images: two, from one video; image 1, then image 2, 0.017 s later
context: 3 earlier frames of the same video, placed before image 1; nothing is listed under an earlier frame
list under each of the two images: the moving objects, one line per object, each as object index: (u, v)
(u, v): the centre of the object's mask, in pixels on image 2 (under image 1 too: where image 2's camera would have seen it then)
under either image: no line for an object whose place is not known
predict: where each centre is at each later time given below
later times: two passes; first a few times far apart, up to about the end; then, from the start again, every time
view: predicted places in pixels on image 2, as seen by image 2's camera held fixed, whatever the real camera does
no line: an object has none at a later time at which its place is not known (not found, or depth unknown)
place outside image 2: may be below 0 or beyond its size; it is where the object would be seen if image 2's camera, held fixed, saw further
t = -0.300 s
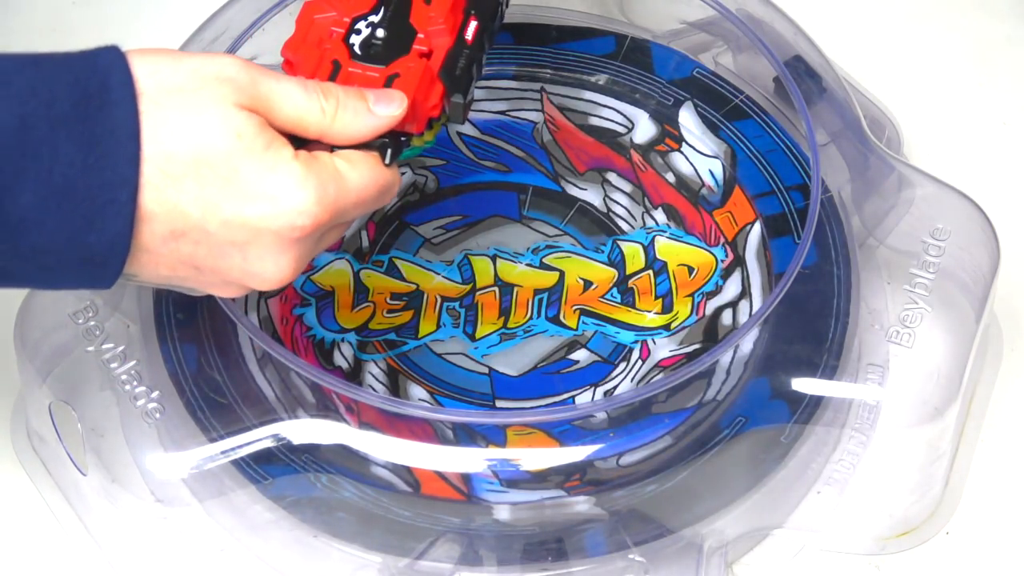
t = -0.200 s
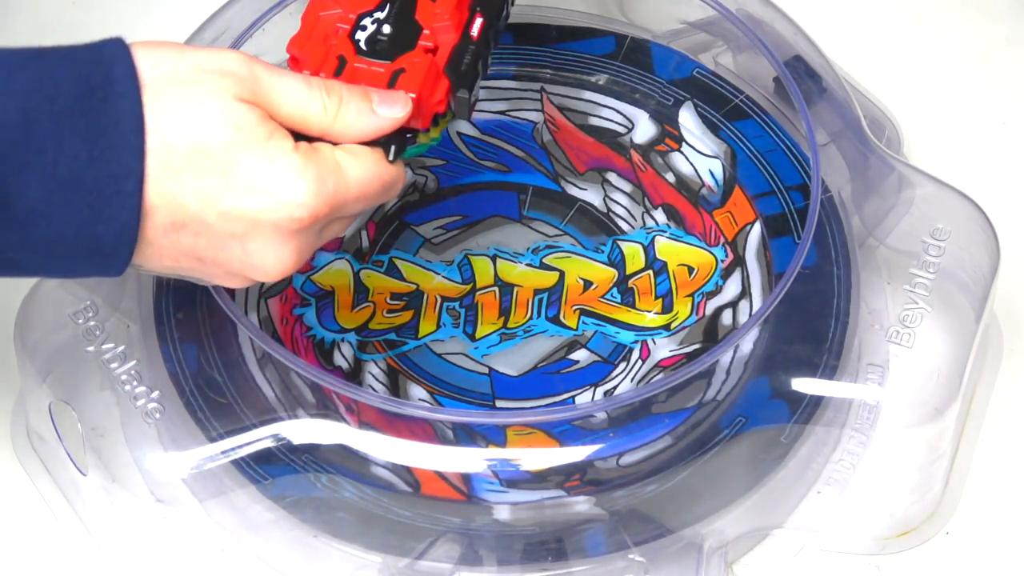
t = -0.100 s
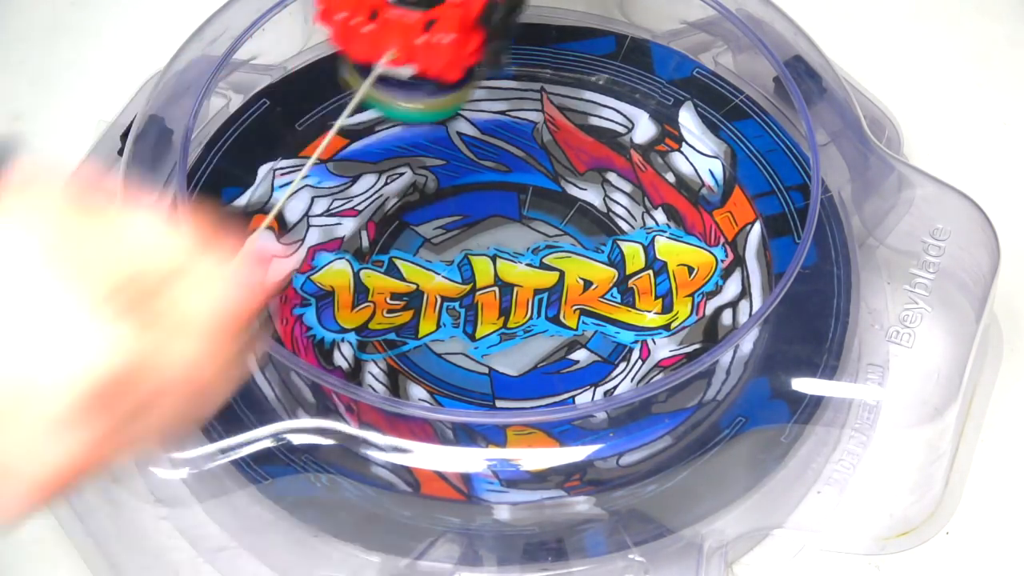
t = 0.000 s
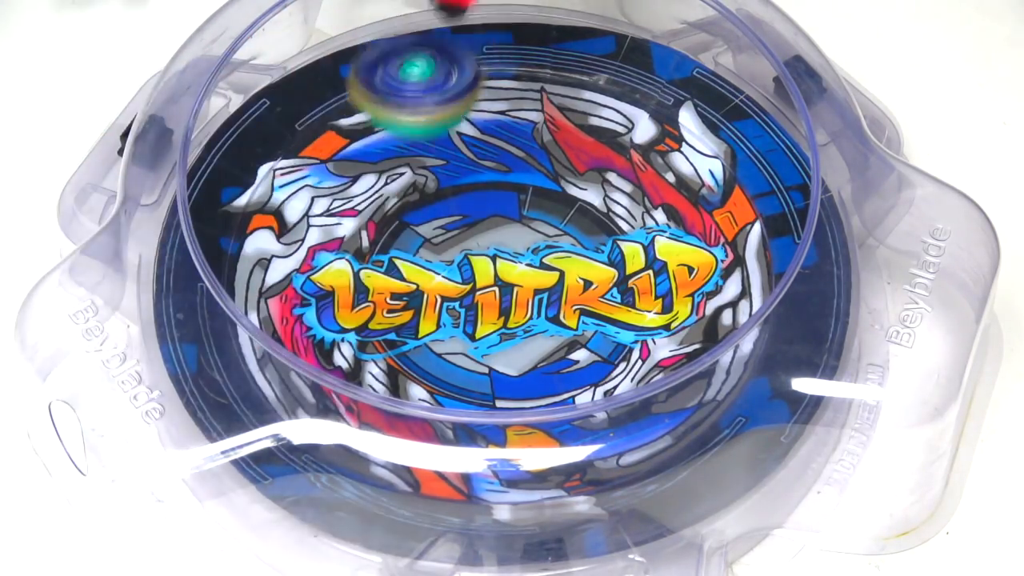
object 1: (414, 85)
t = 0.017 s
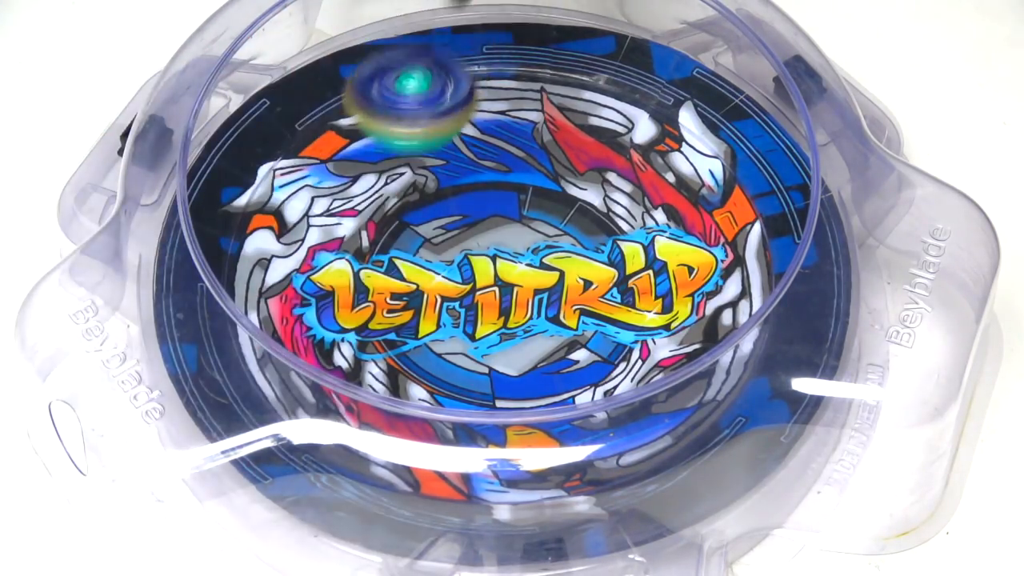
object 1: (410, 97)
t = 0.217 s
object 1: (390, 212)
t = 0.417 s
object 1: (446, 258)
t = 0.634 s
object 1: (537, 260)
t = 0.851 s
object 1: (559, 244)
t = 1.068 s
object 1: (476, 203)
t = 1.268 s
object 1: (364, 198)
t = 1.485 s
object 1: (279, 244)
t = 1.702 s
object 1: (399, 296)
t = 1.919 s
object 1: (594, 250)
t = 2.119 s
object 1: (629, 144)
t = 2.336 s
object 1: (481, 78)
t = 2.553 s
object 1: (336, 164)
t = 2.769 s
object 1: (462, 329)
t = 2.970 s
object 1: (687, 312)
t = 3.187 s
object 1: (725, 146)
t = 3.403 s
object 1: (493, 102)
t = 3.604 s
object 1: (357, 246)
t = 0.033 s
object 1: (403, 129)
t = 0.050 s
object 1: (398, 167)
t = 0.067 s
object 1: (395, 185)
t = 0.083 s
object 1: (389, 231)
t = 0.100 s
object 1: (383, 261)
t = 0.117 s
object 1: (384, 252)
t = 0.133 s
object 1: (384, 233)
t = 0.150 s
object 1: (385, 218)
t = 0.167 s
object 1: (386, 214)
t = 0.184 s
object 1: (387, 209)
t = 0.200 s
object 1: (389, 210)
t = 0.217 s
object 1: (390, 212)
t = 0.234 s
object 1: (394, 225)
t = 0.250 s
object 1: (397, 241)
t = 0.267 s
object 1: (399, 251)
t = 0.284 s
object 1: (402, 264)
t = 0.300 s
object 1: (408, 254)
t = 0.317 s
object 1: (410, 251)
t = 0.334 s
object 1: (415, 247)
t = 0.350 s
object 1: (423, 250)
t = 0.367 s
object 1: (427, 254)
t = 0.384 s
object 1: (435, 263)
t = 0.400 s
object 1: (442, 258)
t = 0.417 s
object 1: (446, 258)
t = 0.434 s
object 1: (454, 261)
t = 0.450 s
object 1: (462, 260)
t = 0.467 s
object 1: (467, 260)
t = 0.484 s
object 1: (475, 260)
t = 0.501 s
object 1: (483, 258)
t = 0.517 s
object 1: (488, 259)
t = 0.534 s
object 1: (496, 259)
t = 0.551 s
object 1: (505, 260)
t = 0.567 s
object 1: (509, 260)
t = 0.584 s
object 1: (518, 259)
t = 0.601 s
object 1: (525, 259)
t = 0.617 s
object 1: (529, 259)
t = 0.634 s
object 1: (537, 260)
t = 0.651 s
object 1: (544, 259)
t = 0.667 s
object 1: (546, 261)
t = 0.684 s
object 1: (552, 259)
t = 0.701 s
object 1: (557, 258)
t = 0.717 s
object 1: (559, 257)
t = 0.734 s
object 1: (564, 257)
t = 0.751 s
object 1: (566, 256)
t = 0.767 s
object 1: (566, 255)
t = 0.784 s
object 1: (567, 254)
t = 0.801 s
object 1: (566, 252)
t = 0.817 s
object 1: (566, 251)
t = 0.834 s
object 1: (564, 248)
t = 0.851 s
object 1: (559, 244)
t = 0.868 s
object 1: (557, 242)
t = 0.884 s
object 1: (552, 238)
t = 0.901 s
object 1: (546, 234)
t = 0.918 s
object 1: (543, 232)
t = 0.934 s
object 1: (535, 228)
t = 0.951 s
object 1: (527, 223)
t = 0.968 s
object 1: (523, 221)
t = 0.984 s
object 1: (515, 216)
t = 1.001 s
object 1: (507, 212)
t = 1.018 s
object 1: (502, 211)
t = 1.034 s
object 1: (491, 207)
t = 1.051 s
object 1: (481, 204)
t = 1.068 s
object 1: (476, 203)
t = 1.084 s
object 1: (465, 201)
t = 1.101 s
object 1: (455, 200)
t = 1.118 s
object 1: (450, 200)
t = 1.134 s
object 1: (439, 198)
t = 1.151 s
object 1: (428, 197)
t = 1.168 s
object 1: (423, 197)
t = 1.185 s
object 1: (411, 197)
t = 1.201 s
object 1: (399, 197)
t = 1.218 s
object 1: (393, 197)
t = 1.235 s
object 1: (382, 196)
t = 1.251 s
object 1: (370, 197)
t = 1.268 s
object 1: (364, 198)
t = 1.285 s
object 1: (353, 200)
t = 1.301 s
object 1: (341, 201)
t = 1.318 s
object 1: (334, 202)
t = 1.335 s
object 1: (324, 204)
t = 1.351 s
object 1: (314, 206)
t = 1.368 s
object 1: (308, 208)
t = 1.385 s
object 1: (301, 211)
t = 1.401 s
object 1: (293, 216)
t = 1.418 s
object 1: (290, 218)
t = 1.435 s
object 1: (284, 226)
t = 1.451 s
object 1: (280, 233)
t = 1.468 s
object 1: (279, 237)
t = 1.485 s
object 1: (279, 244)
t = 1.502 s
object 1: (280, 251)
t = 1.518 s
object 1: (281, 255)
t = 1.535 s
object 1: (285, 262)
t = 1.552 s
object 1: (293, 270)
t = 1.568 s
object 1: (297, 273)
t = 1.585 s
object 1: (306, 279)
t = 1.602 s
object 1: (318, 285)
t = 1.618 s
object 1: (323, 287)
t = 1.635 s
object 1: (338, 291)
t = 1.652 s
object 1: (353, 293)
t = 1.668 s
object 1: (362, 294)
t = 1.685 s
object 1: (379, 297)
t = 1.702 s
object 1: (399, 296)
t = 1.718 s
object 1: (408, 297)
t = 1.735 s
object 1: (426, 296)
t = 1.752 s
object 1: (448, 296)
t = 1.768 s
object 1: (457, 294)
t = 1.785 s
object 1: (478, 291)
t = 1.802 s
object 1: (499, 288)
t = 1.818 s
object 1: (507, 285)
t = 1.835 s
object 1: (526, 281)
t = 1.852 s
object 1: (546, 276)
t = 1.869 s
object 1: (555, 272)
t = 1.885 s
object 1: (573, 264)
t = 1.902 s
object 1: (588, 255)
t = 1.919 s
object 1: (594, 250)
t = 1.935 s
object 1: (606, 239)
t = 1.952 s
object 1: (617, 229)
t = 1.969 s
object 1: (622, 223)
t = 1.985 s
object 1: (628, 212)
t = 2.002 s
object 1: (636, 200)
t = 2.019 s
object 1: (638, 195)
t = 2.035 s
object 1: (641, 184)
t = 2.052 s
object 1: (641, 174)
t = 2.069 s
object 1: (641, 169)
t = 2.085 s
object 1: (637, 159)
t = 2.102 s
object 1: (632, 149)
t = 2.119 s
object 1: (629, 144)
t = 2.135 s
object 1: (623, 135)
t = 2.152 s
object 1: (614, 127)
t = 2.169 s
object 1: (608, 123)
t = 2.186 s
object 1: (598, 115)
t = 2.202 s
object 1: (585, 109)
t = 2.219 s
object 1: (579, 105)
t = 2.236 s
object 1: (565, 99)
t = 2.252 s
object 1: (550, 93)
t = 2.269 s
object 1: (534, 88)
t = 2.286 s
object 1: (526, 86)
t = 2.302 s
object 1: (508, 82)
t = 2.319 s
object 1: (490, 79)
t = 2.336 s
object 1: (481, 78)
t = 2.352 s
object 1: (463, 78)
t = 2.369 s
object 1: (445, 79)
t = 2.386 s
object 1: (436, 80)
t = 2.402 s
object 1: (419, 83)
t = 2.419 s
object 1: (403, 87)
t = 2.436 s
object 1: (395, 90)
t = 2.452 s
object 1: (381, 98)
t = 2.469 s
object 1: (367, 109)
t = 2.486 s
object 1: (361, 115)
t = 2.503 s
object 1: (351, 127)
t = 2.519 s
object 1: (343, 140)
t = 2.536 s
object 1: (339, 148)
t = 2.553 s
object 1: (336, 164)
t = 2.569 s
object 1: (334, 179)
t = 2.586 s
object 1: (333, 189)
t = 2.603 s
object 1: (337, 206)
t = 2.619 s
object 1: (342, 223)
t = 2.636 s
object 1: (346, 231)
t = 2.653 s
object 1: (355, 248)
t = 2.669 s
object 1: (367, 264)
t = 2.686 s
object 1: (374, 272)
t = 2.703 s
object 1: (389, 286)
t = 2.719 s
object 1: (411, 299)
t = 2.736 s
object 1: (420, 307)
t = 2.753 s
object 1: (439, 319)
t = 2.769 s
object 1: (462, 329)
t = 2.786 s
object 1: (475, 335)
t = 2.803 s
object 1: (498, 343)
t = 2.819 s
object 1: (526, 351)
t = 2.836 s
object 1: (539, 353)
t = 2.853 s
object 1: (562, 354)
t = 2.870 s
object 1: (587, 352)
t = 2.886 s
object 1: (598, 350)
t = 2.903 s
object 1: (620, 344)
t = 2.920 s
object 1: (643, 337)
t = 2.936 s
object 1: (651, 331)
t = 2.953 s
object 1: (671, 322)
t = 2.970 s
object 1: (687, 312)
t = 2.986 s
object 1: (695, 305)
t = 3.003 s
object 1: (709, 292)
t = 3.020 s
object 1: (719, 278)
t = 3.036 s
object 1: (726, 271)
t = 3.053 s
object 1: (736, 253)
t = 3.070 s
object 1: (742, 236)
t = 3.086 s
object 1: (744, 227)
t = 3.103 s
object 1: (746, 210)
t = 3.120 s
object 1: (745, 194)
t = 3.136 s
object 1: (743, 185)
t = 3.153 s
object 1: (738, 169)
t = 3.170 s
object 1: (730, 153)
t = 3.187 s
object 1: (725, 146)
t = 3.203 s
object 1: (712, 132)
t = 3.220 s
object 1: (696, 119)
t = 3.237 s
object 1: (688, 113)
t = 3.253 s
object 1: (668, 103)
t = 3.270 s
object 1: (647, 94)
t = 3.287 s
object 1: (637, 91)
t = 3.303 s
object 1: (611, 86)
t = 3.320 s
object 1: (587, 84)
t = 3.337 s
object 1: (575, 84)
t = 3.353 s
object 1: (551, 86)
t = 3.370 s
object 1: (527, 91)
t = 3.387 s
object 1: (515, 94)
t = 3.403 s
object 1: (493, 102)
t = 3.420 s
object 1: (472, 111)
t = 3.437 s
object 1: (462, 116)
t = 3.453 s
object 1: (443, 128)
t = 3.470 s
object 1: (428, 142)
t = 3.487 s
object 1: (421, 149)
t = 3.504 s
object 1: (406, 163)
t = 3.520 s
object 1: (394, 177)
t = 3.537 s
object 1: (387, 185)
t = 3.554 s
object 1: (377, 202)
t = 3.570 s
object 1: (367, 218)
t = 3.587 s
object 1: (363, 228)
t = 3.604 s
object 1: (357, 246)
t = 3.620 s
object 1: (352, 262)
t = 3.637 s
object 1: (350, 271)
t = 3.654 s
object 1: (349, 289)
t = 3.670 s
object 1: (350, 305)
